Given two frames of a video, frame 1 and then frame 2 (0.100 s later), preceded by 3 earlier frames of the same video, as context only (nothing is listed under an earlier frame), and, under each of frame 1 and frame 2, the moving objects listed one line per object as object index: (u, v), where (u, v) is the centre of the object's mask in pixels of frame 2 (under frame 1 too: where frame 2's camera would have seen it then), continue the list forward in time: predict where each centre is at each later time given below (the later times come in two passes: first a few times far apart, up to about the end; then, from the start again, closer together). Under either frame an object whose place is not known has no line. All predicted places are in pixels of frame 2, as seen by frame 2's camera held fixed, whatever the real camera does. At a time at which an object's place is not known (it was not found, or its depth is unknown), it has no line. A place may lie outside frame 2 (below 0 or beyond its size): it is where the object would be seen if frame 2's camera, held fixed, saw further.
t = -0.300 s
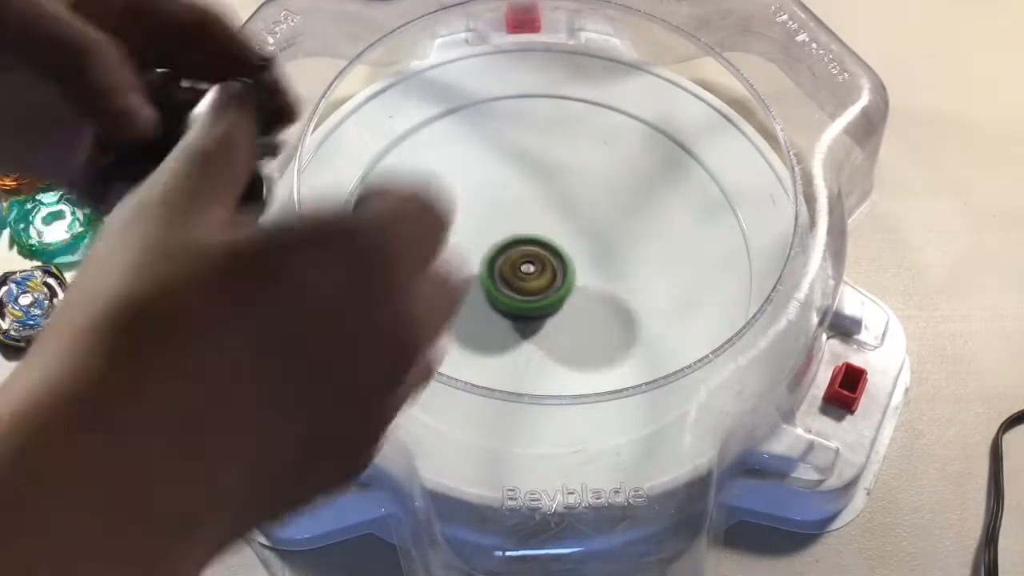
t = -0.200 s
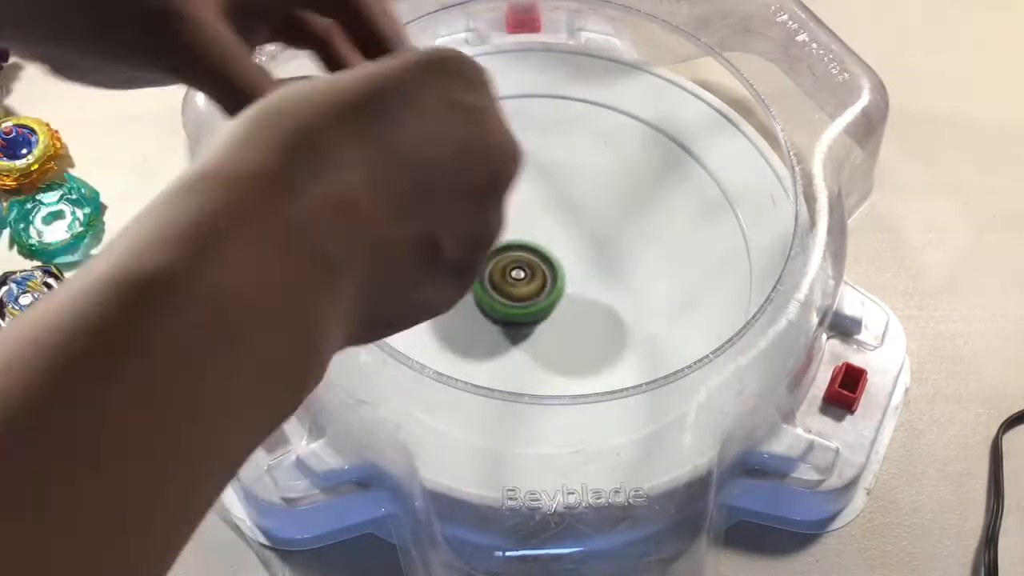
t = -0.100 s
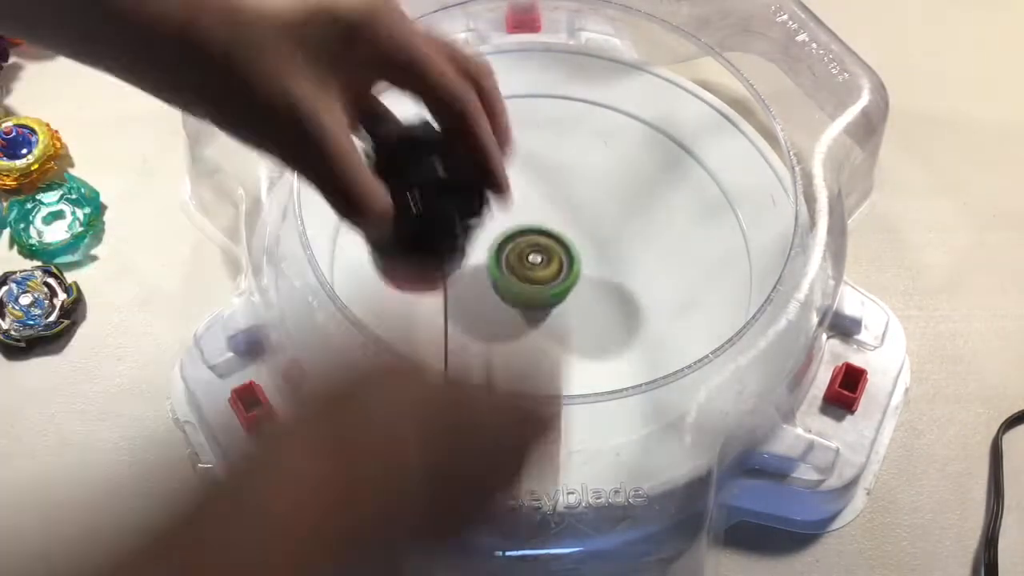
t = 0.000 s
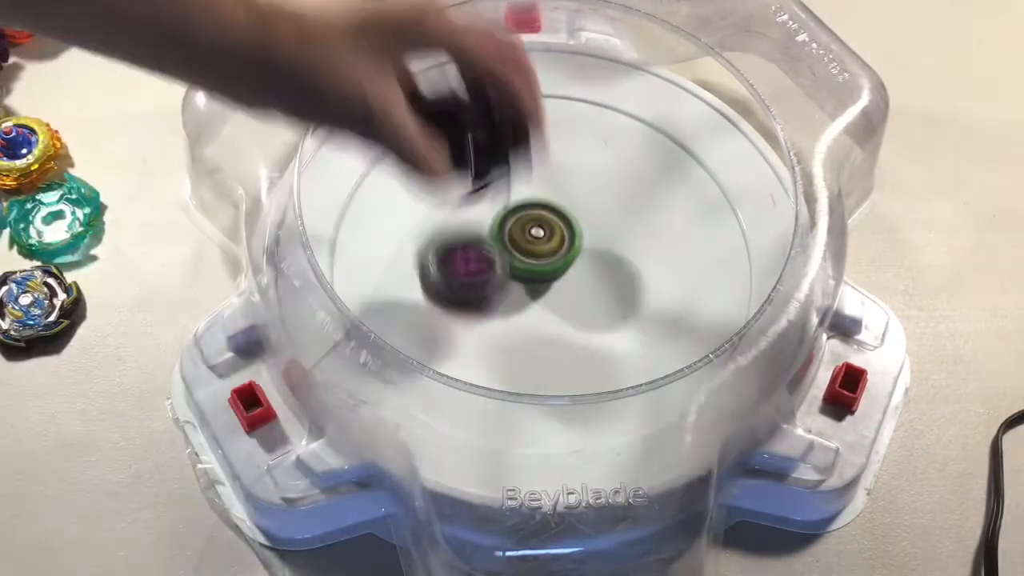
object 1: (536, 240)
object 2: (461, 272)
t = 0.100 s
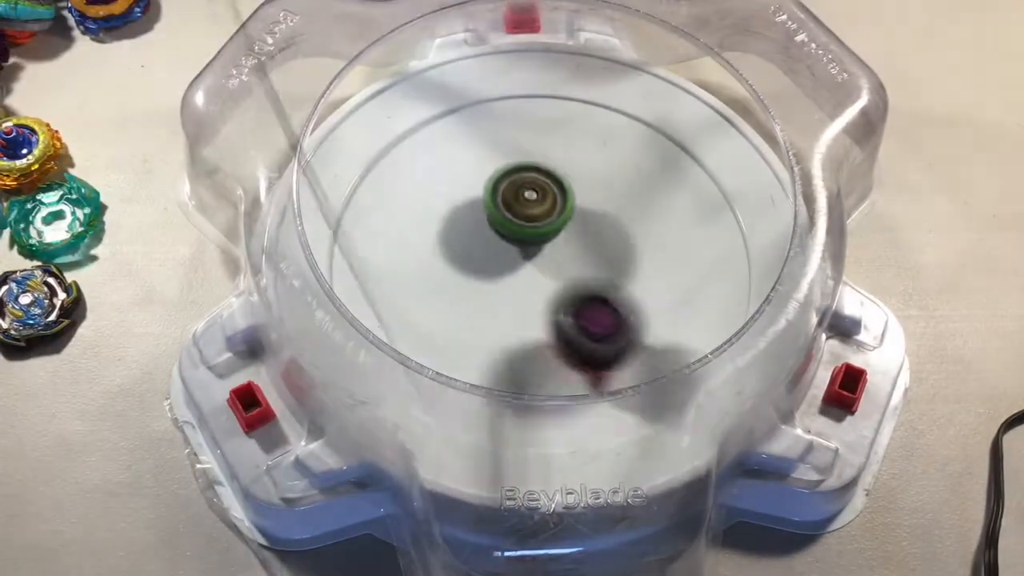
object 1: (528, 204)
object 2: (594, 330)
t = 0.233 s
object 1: (505, 197)
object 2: (660, 375)
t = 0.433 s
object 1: (535, 225)
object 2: (487, 289)
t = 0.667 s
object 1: (589, 107)
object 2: (606, 374)
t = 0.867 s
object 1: (574, 178)
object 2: (407, 244)
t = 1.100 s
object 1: (573, 308)
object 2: (736, 281)
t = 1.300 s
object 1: (564, 340)
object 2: (344, 235)
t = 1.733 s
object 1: (520, 205)
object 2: (359, 163)
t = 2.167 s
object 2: (361, 171)
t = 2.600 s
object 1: (502, 304)
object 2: (361, 272)
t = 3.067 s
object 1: (554, 202)
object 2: (399, 249)
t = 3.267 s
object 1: (594, 224)
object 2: (696, 145)
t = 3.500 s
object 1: (591, 281)
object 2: (396, 248)
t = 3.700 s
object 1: (544, 296)
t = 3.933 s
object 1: (507, 256)
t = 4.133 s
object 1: (532, 215)
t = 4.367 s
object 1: (662, 249)
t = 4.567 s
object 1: (621, 288)
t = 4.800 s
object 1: (527, 306)
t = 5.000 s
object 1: (464, 264)
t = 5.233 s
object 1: (505, 193)
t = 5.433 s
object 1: (575, 182)
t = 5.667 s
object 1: (605, 216)
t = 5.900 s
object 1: (532, 218)
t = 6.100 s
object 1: (485, 219)
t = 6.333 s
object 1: (506, 225)
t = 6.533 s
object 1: (510, 288)
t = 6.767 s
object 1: (534, 329)
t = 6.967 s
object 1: (554, 312)
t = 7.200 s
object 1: (587, 290)
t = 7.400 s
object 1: (602, 263)
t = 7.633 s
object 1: (614, 236)
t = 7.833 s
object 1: (603, 208)
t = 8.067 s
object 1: (584, 190)
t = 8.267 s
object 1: (556, 200)
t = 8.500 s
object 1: (527, 200)
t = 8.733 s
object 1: (514, 212)
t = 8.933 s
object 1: (495, 197)
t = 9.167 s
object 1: (515, 222)
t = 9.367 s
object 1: (470, 215)
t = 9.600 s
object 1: (444, 197)
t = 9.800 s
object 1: (465, 216)
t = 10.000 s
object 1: (473, 259)
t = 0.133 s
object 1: (519, 197)
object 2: (633, 341)
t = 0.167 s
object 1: (511, 194)
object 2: (658, 355)
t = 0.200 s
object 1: (507, 194)
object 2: (666, 367)
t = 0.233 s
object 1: (505, 197)
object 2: (660, 375)
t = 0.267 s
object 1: (506, 201)
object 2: (640, 382)
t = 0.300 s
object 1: (510, 206)
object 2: (607, 386)
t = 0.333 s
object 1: (516, 212)
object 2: (566, 385)
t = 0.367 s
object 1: (523, 218)
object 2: (519, 373)
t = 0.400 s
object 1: (529, 222)
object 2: (492, 340)
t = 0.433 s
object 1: (535, 225)
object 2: (487, 289)
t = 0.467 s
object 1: (558, 198)
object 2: (480, 265)
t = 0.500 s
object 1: (574, 179)
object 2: (484, 251)
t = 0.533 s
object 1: (579, 173)
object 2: (509, 236)
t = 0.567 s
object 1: (588, 149)
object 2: (537, 253)
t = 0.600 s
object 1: (596, 123)
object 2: (571, 289)
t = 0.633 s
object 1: (593, 111)
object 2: (598, 334)
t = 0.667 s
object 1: (589, 107)
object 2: (606, 374)
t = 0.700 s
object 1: (585, 110)
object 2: (590, 405)
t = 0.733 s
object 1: (581, 118)
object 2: (551, 413)
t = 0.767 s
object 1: (579, 130)
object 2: (496, 397)
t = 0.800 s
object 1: (577, 145)
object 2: (437, 360)
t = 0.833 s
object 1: (576, 160)
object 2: (406, 303)
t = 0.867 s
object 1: (574, 178)
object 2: (407, 244)
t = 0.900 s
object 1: (573, 196)
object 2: (438, 185)
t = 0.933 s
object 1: (571, 215)
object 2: (494, 134)
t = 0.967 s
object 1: (570, 235)
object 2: (566, 102)
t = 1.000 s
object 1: (569, 257)
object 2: (641, 91)
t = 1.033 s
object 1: (571, 277)
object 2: (697, 140)
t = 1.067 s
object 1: (572, 293)
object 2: (737, 206)
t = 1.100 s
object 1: (573, 308)
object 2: (736, 281)
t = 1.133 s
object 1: (574, 321)
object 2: (688, 365)
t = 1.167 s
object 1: (573, 329)
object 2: (604, 406)
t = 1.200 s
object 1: (573, 337)
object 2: (502, 415)
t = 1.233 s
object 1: (572, 340)
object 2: (416, 375)
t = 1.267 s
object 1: (569, 341)
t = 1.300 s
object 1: (564, 340)
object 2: (344, 235)
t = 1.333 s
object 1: (558, 334)
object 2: (359, 154)
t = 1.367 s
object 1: (552, 326)
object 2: (429, 96)
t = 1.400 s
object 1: (545, 314)
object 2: (529, 73)
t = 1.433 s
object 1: (538, 301)
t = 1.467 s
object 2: (712, 167)
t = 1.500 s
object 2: (741, 255)
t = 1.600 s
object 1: (515, 242)
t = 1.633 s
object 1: (514, 232)
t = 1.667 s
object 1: (515, 222)
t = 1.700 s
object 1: (517, 214)
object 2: (339, 239)
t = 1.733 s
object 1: (520, 205)
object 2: (359, 163)
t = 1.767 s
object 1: (525, 198)
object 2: (423, 106)
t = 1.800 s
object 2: (509, 81)
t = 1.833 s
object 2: (599, 87)
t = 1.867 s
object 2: (671, 125)
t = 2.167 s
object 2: (361, 171)
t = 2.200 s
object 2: (403, 121)
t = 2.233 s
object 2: (466, 95)
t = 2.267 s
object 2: (534, 98)
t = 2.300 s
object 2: (601, 125)
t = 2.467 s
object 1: (538, 304)
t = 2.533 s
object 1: (517, 309)
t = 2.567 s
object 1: (510, 308)
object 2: (372, 325)
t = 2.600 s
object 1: (502, 304)
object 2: (361, 272)
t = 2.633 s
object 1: (497, 298)
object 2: (370, 230)
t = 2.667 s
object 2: (414, 195)
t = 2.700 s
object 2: (478, 174)
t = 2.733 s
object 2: (553, 168)
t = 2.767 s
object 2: (628, 182)
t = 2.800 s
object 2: (691, 214)
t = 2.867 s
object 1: (499, 236)
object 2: (727, 319)
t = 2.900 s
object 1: (507, 228)
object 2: (681, 369)
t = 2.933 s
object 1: (515, 222)
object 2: (615, 403)
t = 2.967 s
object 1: (524, 216)
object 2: (529, 403)
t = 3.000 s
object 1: (534, 210)
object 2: (455, 368)
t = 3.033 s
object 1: (545, 205)
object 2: (410, 310)
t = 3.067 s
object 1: (554, 202)
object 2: (399, 249)
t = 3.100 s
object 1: (563, 199)
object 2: (419, 186)
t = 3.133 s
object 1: (573, 199)
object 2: (463, 129)
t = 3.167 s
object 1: (580, 201)
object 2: (517, 91)
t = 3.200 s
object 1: (586, 206)
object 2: (588, 78)
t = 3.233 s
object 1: (592, 215)
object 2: (647, 108)
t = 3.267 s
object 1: (594, 224)
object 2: (696, 145)
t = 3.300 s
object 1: (597, 232)
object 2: (730, 201)
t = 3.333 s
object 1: (600, 242)
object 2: (731, 267)
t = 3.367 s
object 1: (601, 251)
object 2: (684, 318)
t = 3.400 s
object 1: (600, 261)
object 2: (604, 351)
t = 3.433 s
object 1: (598, 267)
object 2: (516, 342)
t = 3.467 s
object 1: (595, 275)
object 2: (444, 305)
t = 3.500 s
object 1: (591, 281)
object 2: (396, 248)
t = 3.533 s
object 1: (586, 287)
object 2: (368, 185)
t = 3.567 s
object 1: (579, 292)
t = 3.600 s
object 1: (571, 295)
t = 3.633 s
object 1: (562, 296)
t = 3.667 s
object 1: (553, 296)
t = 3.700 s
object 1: (544, 296)
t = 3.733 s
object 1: (536, 294)
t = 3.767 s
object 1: (527, 291)
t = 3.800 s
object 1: (521, 285)
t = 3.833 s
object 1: (515, 280)
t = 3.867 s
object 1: (511, 274)
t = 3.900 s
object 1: (508, 265)
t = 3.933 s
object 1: (507, 256)
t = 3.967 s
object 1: (508, 248)
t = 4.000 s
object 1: (510, 239)
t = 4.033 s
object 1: (513, 232)
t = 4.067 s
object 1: (517, 224)
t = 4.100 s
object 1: (523, 218)
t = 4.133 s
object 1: (532, 215)
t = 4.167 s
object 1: (572, 228)
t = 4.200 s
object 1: (606, 238)
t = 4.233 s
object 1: (628, 238)
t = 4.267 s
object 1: (642, 238)
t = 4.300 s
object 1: (653, 241)
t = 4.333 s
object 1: (659, 244)
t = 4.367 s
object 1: (662, 249)
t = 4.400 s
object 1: (660, 255)
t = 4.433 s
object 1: (656, 262)
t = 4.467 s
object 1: (649, 268)
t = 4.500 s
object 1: (640, 274)
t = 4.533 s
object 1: (629, 279)
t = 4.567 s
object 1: (621, 288)
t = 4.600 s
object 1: (613, 295)
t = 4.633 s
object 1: (600, 299)
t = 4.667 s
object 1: (585, 302)
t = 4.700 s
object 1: (572, 307)
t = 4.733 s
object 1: (557, 307)
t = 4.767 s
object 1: (540, 308)
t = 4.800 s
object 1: (527, 306)
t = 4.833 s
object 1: (513, 301)
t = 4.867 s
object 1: (501, 294)
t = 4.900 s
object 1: (491, 285)
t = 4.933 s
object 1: (483, 276)
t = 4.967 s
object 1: (468, 271)
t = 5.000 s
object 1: (464, 264)
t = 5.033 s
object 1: (462, 253)
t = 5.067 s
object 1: (465, 241)
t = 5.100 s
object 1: (470, 230)
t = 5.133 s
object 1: (480, 220)
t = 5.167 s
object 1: (489, 210)
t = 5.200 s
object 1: (495, 200)
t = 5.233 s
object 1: (505, 193)
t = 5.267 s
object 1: (518, 188)
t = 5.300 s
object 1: (530, 184)
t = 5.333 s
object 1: (543, 182)
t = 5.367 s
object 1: (553, 180)
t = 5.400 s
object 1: (564, 181)
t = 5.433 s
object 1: (575, 182)
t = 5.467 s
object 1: (583, 180)
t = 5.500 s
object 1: (590, 184)
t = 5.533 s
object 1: (597, 190)
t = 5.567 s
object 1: (602, 198)
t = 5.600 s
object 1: (605, 203)
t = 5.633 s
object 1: (606, 210)
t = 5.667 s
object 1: (605, 216)
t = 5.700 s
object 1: (601, 219)
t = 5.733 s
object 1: (590, 201)
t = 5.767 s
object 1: (576, 199)
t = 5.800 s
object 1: (563, 202)
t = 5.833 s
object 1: (551, 208)
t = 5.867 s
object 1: (541, 213)
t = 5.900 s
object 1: (532, 218)
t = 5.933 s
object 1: (523, 223)
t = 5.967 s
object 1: (516, 229)
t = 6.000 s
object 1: (510, 235)
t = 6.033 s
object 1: (498, 225)
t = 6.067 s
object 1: (490, 220)
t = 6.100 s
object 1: (485, 219)
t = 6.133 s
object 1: (483, 218)
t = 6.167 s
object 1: (483, 217)
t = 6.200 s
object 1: (484, 217)
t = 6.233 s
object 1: (488, 218)
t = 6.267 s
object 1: (494, 218)
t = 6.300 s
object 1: (501, 221)
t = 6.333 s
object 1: (506, 225)
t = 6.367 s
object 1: (500, 237)
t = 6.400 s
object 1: (503, 248)
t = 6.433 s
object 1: (508, 255)
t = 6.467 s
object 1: (511, 261)
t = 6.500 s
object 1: (514, 268)
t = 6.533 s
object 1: (510, 288)
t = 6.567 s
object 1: (511, 304)
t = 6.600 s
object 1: (516, 313)
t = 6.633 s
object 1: (519, 317)
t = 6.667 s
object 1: (522, 320)
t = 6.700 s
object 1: (526, 324)
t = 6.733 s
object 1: (530, 330)
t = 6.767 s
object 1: (534, 329)
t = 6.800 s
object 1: (538, 325)
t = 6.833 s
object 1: (542, 319)
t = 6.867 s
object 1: (544, 317)
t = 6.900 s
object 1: (549, 315)
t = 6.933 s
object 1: (552, 313)
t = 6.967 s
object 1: (554, 312)
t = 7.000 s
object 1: (556, 308)
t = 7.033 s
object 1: (559, 305)
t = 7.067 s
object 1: (567, 305)
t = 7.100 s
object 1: (572, 299)
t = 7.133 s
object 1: (574, 292)
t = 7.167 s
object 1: (577, 285)
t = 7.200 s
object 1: (587, 290)
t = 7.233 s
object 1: (594, 287)
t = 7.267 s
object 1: (599, 283)
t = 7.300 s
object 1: (601, 278)
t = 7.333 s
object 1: (602, 273)
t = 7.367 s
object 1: (603, 268)
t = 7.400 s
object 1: (602, 263)
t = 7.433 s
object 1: (600, 259)
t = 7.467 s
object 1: (598, 254)
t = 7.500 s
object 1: (615, 252)
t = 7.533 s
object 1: (620, 246)
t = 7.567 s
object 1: (620, 241)
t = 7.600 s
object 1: (618, 238)
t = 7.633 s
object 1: (614, 236)
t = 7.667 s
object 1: (609, 235)
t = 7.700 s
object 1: (603, 235)
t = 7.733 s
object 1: (611, 221)
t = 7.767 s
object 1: (608, 213)
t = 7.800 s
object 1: (606, 210)
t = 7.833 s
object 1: (603, 208)
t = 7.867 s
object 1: (602, 205)
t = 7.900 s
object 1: (602, 191)
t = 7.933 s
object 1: (599, 186)
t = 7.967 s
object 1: (596, 185)
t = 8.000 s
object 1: (593, 184)
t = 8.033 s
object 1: (589, 186)
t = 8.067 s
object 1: (584, 190)
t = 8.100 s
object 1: (578, 194)
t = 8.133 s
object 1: (572, 196)
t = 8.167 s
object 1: (570, 197)
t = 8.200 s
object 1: (564, 199)
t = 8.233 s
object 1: (560, 201)
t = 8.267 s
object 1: (556, 200)
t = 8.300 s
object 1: (550, 201)
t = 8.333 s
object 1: (546, 204)
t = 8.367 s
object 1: (542, 207)
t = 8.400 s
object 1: (538, 210)
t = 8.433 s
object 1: (534, 201)
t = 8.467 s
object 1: (529, 200)
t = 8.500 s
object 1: (527, 200)
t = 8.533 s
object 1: (527, 200)
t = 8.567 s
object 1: (526, 201)
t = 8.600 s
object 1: (526, 204)
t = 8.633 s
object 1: (526, 207)
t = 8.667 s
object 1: (522, 209)
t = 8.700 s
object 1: (515, 209)
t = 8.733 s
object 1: (514, 212)
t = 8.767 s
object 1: (514, 213)
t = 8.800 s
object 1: (503, 204)
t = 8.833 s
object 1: (495, 201)
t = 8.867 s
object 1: (493, 199)
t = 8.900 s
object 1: (493, 198)
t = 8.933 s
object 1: (495, 197)
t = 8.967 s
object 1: (500, 198)
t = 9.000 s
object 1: (505, 201)
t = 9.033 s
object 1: (510, 206)
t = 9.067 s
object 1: (513, 209)
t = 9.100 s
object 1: (512, 212)
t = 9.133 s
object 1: (514, 218)
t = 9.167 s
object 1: (515, 222)
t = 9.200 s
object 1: (516, 225)
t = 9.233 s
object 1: (517, 230)
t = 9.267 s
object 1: (507, 228)
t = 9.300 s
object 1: (482, 221)
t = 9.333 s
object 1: (475, 219)
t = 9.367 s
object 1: (470, 215)
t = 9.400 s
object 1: (470, 211)
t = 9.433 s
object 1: (473, 209)
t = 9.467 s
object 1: (478, 209)
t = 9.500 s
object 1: (486, 210)
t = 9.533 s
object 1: (486, 210)
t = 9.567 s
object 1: (456, 201)
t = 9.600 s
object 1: (444, 197)
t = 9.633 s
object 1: (441, 198)
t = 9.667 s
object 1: (442, 198)
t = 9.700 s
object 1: (445, 198)
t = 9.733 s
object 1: (450, 201)
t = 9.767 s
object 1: (457, 207)
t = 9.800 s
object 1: (465, 216)
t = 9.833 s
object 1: (474, 225)
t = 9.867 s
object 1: (483, 238)
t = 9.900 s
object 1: (480, 247)
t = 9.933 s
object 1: (477, 254)
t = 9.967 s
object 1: (474, 258)
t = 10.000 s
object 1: (473, 259)
